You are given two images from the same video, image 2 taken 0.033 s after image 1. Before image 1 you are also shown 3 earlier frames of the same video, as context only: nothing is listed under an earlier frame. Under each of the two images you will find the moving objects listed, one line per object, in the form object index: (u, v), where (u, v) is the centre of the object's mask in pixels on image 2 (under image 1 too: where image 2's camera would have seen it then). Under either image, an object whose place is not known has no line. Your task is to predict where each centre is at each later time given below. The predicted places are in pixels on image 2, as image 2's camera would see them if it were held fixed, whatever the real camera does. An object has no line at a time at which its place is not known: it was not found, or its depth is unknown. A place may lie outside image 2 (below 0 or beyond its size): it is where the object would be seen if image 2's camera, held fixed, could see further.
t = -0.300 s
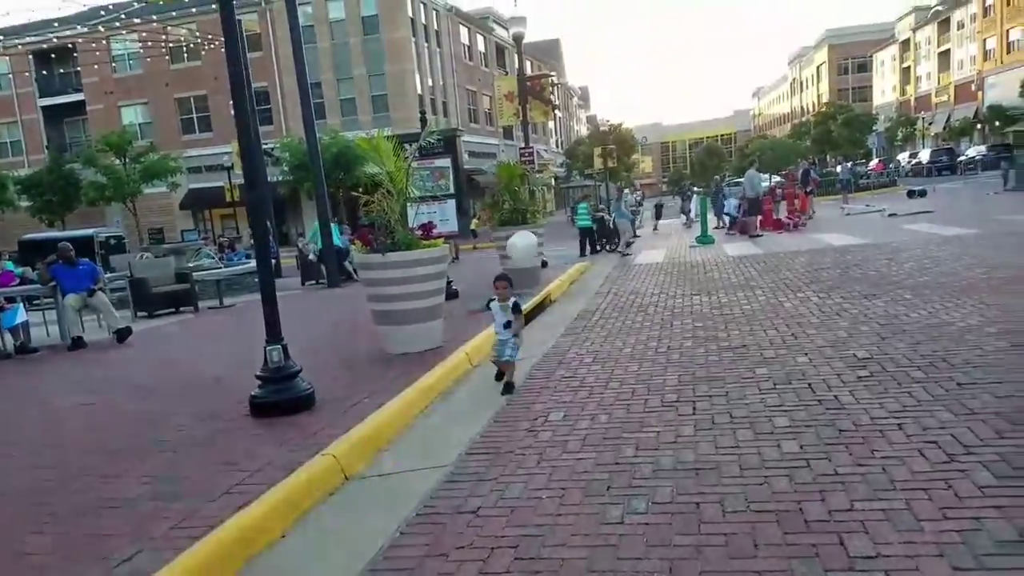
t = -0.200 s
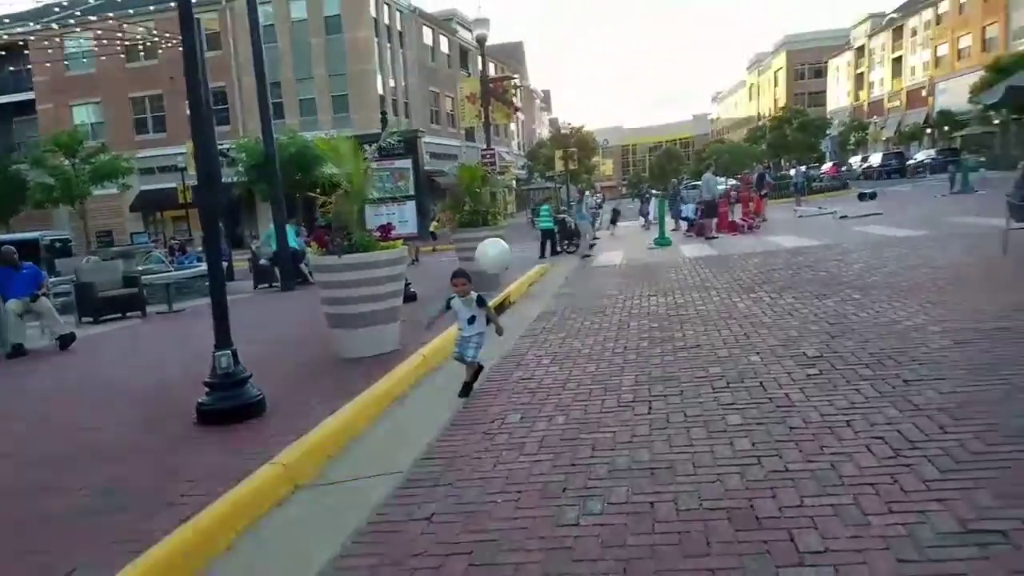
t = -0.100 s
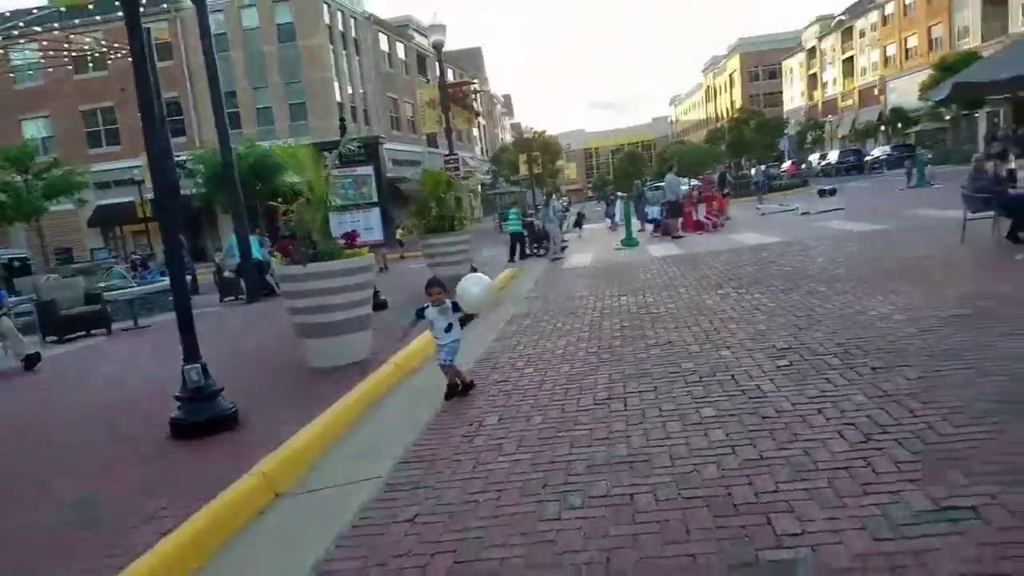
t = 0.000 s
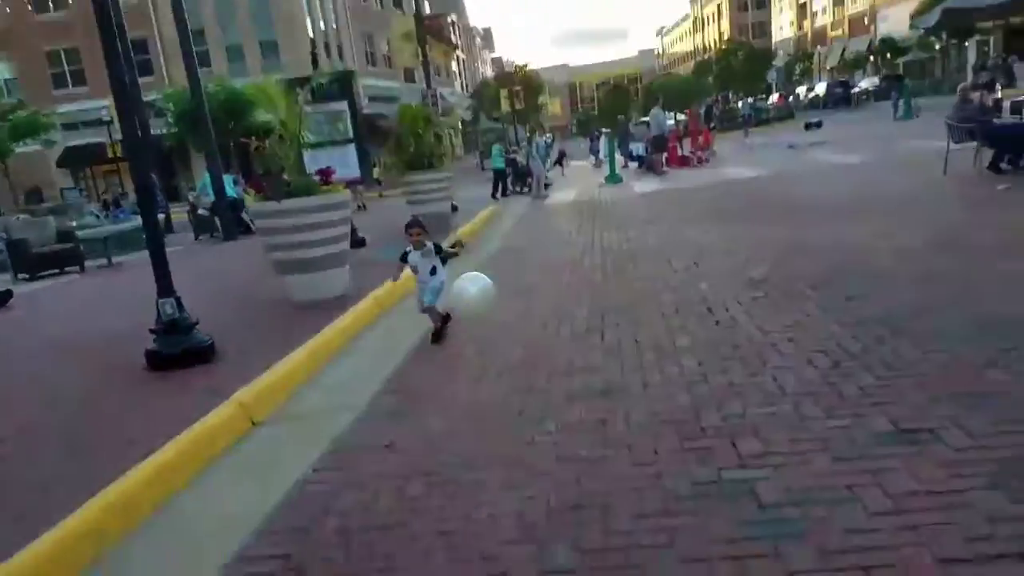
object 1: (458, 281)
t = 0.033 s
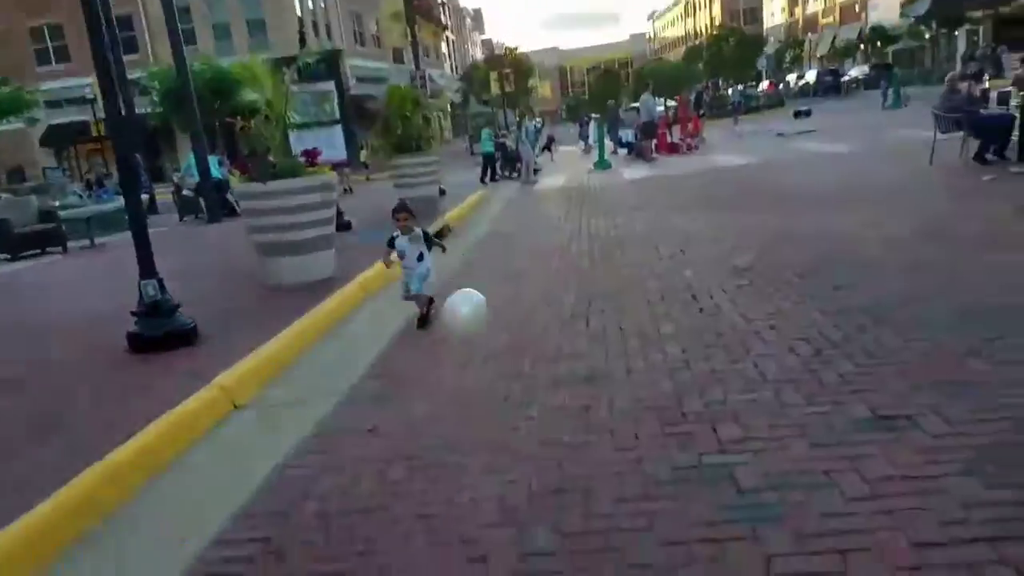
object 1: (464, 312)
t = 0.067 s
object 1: (472, 352)
